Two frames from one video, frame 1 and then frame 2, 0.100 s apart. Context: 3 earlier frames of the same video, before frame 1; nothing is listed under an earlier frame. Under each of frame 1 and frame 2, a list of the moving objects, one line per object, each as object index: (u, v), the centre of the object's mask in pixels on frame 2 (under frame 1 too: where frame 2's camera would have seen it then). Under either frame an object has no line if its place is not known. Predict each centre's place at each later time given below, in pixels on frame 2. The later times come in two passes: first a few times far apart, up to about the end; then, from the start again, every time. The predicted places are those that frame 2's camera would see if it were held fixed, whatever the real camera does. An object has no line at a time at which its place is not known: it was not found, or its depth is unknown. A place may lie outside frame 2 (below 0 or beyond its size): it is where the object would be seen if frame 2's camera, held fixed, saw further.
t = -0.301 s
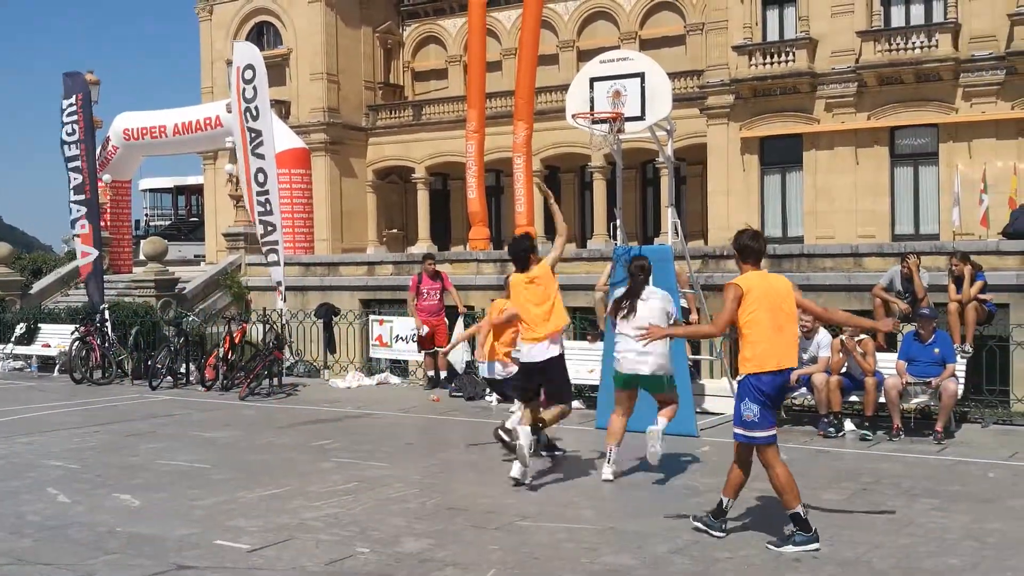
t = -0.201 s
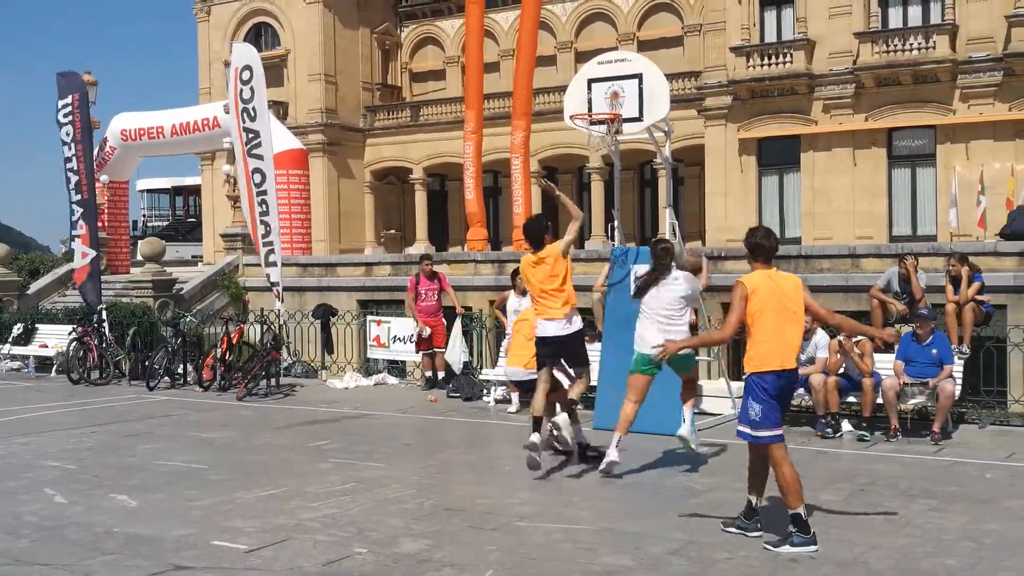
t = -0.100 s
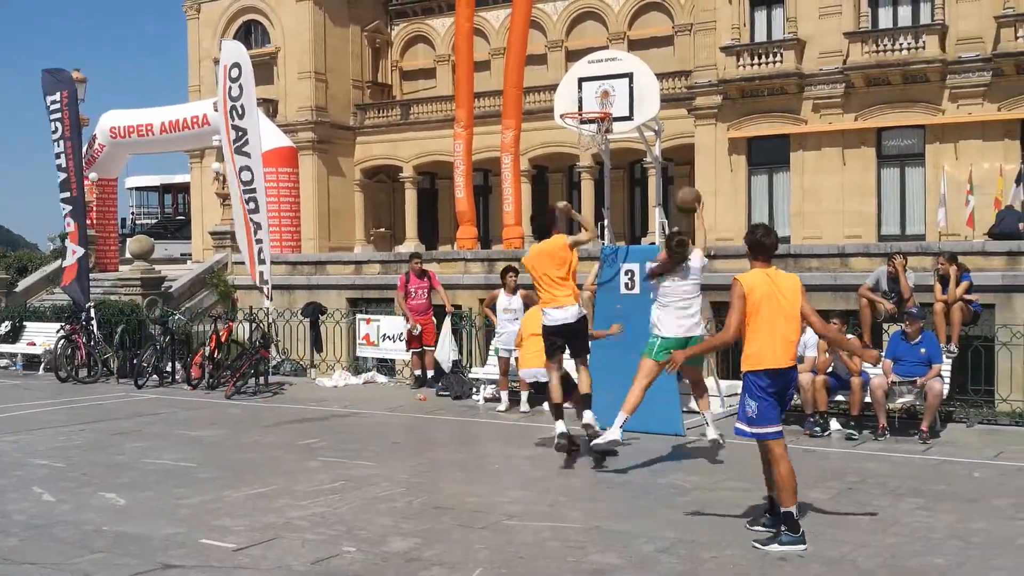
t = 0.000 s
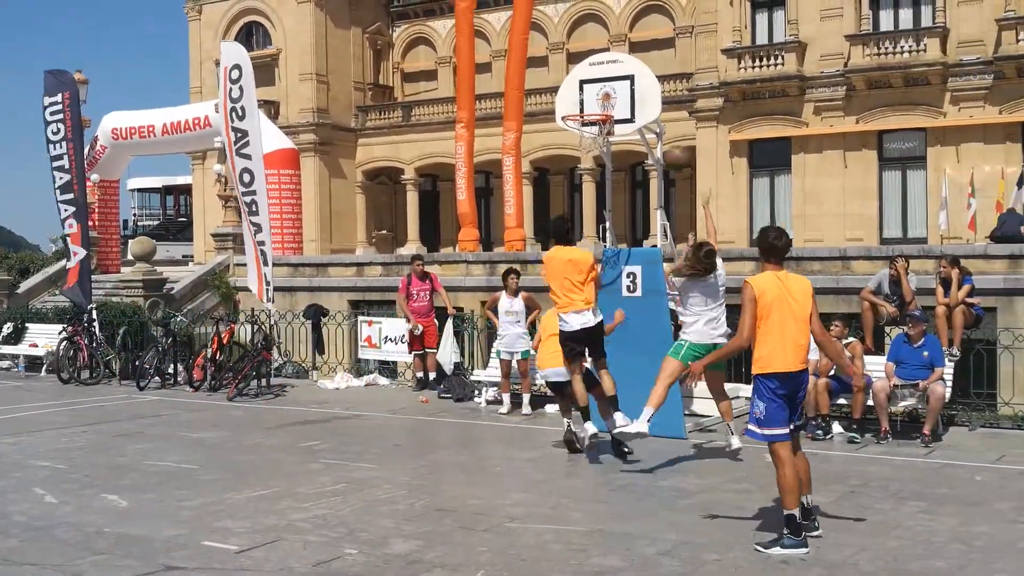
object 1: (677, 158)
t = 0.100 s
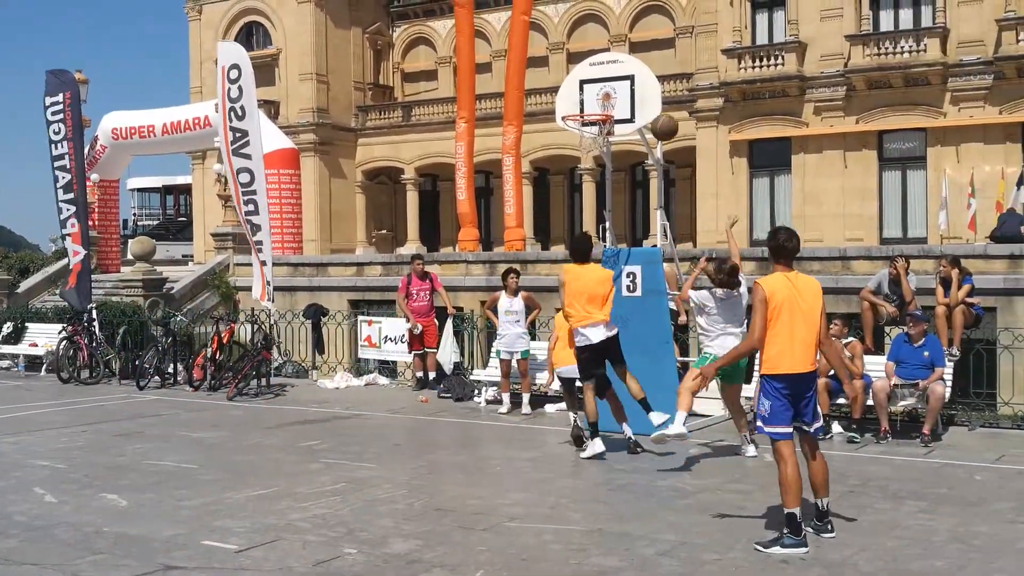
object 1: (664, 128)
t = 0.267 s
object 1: (646, 102)
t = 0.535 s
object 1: (629, 101)
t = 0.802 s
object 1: (657, 127)
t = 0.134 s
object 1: (661, 120)
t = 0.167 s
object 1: (657, 113)
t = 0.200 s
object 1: (653, 108)
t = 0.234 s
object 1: (649, 104)
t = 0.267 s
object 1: (646, 102)
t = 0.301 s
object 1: (642, 101)
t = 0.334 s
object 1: (639, 101)
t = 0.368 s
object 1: (635, 103)
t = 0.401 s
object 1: (631, 105)
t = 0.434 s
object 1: (625, 107)
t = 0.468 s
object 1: (623, 108)
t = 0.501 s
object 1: (626, 104)
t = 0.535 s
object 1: (629, 101)
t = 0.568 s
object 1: (633, 100)
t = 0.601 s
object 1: (636, 100)
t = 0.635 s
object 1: (640, 101)
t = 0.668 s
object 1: (643, 104)
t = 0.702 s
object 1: (647, 108)
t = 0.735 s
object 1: (650, 113)
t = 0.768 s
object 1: (654, 119)
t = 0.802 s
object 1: (657, 127)
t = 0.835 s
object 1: (661, 136)
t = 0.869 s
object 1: (664, 145)
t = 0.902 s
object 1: (667, 157)
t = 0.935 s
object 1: (672, 168)
